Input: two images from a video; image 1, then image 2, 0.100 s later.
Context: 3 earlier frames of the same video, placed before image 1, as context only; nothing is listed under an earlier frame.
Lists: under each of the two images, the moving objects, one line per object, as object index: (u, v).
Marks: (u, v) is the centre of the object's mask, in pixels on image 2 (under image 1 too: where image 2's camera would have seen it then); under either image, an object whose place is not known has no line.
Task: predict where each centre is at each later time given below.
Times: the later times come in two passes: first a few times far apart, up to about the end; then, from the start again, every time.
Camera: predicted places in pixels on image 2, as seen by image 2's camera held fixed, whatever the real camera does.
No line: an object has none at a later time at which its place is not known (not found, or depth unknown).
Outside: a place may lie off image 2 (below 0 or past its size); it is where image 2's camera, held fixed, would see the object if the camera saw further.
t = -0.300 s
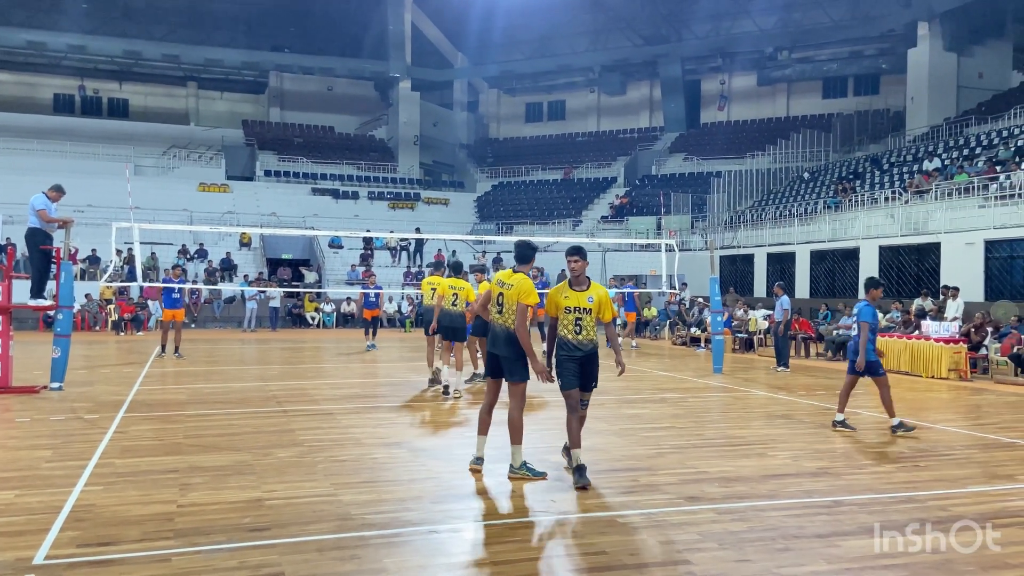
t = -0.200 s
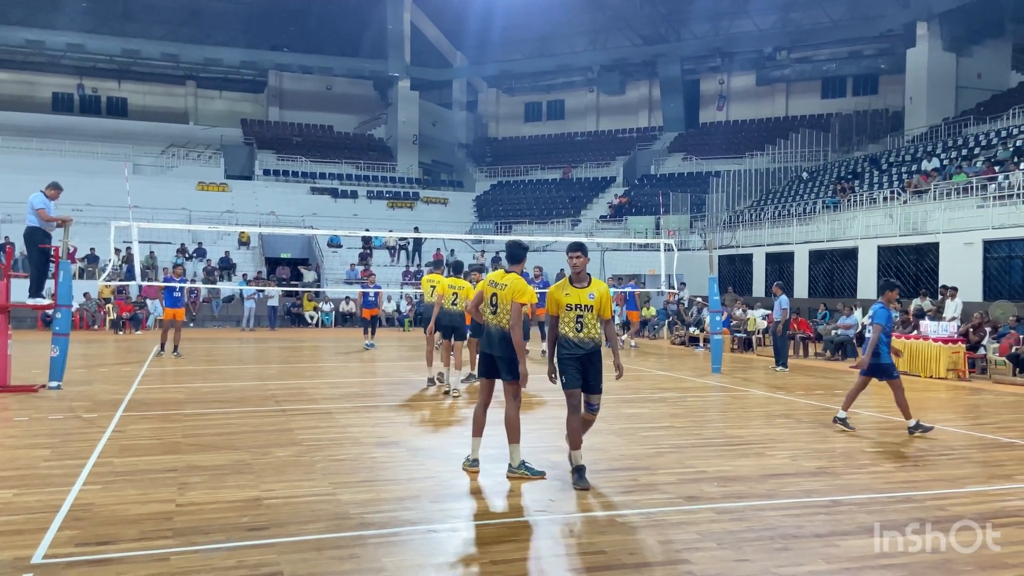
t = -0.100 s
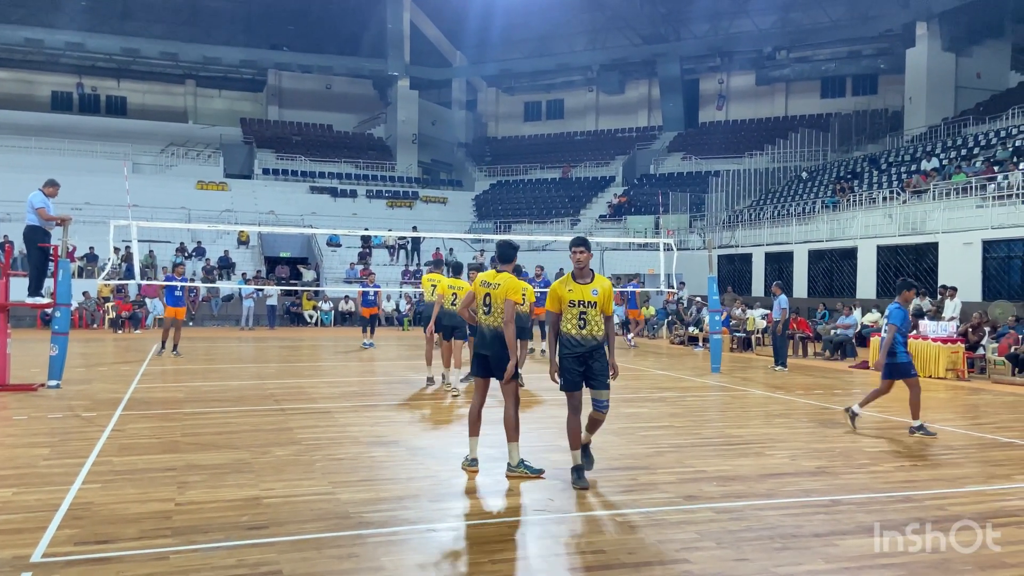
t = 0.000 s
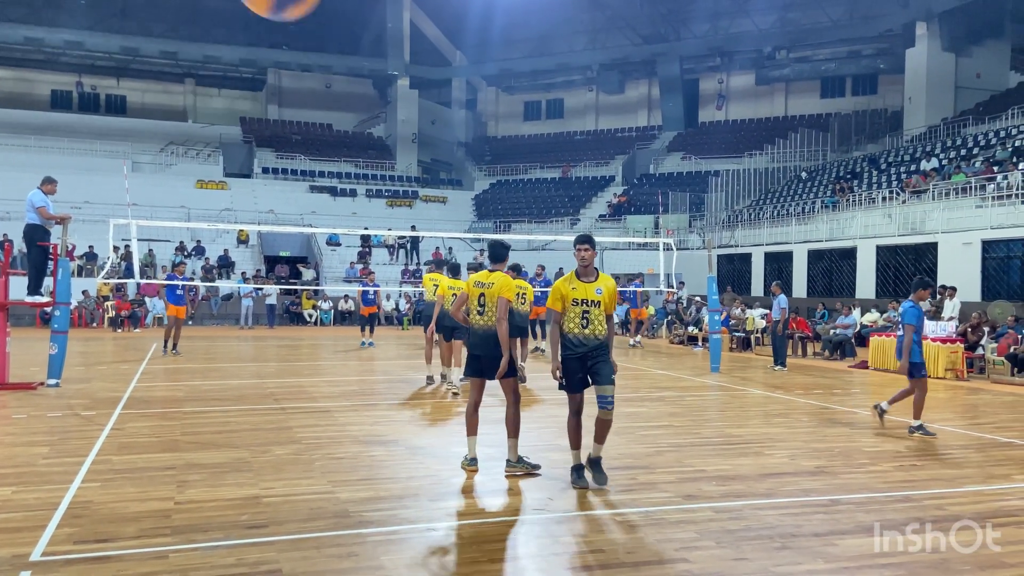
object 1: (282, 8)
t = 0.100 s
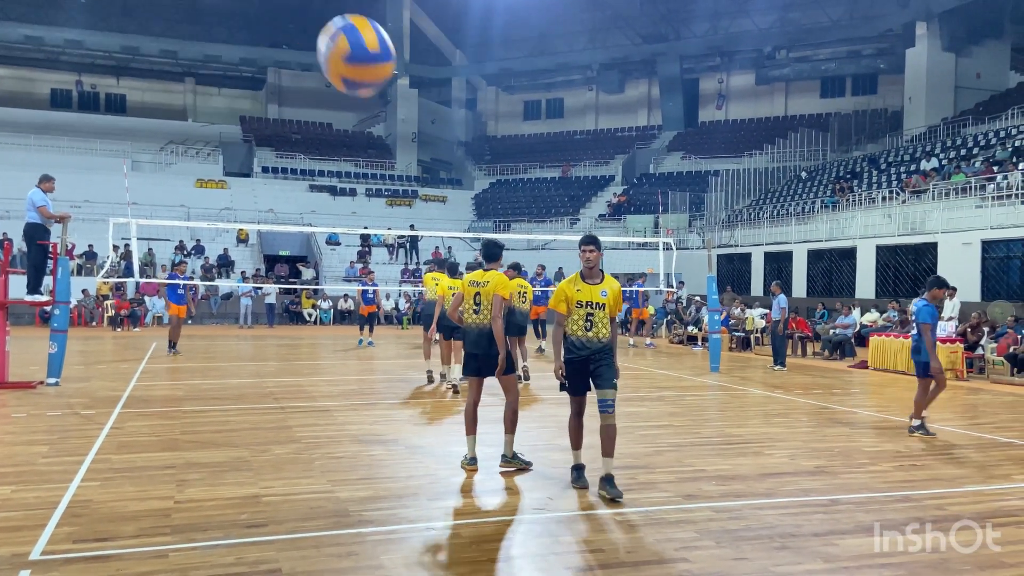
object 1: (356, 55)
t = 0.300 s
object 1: (452, 232)
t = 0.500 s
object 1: (505, 415)
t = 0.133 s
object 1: (376, 83)
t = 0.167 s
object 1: (395, 113)
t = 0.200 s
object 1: (412, 144)
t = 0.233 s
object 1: (427, 172)
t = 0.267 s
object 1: (440, 202)
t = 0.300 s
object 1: (452, 232)
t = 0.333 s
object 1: (463, 263)
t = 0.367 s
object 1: (473, 291)
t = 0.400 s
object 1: (482, 326)
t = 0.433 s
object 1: (489, 353)
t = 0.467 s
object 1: (497, 384)
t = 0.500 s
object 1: (505, 415)
